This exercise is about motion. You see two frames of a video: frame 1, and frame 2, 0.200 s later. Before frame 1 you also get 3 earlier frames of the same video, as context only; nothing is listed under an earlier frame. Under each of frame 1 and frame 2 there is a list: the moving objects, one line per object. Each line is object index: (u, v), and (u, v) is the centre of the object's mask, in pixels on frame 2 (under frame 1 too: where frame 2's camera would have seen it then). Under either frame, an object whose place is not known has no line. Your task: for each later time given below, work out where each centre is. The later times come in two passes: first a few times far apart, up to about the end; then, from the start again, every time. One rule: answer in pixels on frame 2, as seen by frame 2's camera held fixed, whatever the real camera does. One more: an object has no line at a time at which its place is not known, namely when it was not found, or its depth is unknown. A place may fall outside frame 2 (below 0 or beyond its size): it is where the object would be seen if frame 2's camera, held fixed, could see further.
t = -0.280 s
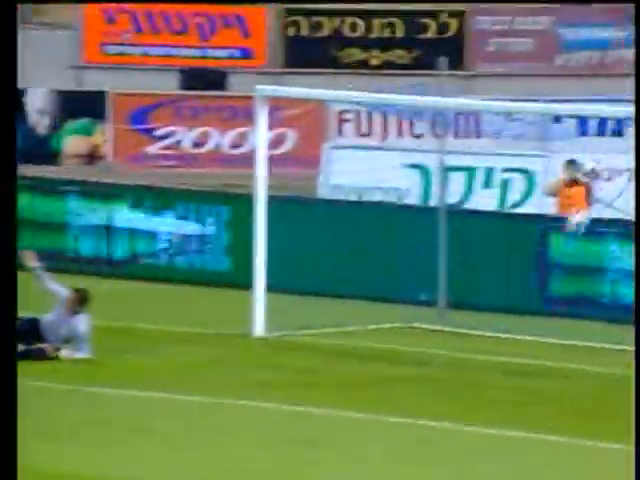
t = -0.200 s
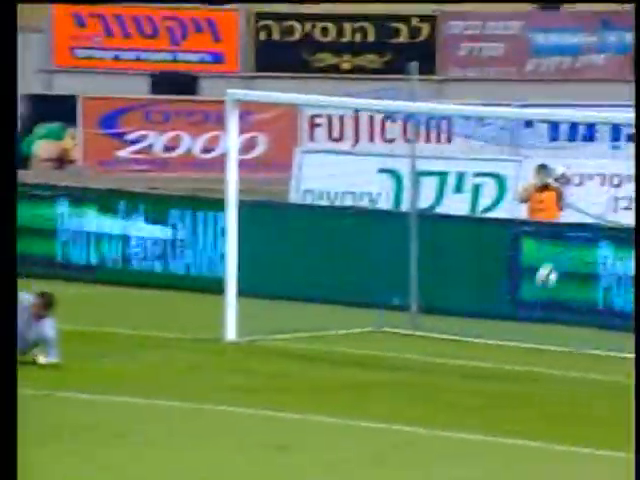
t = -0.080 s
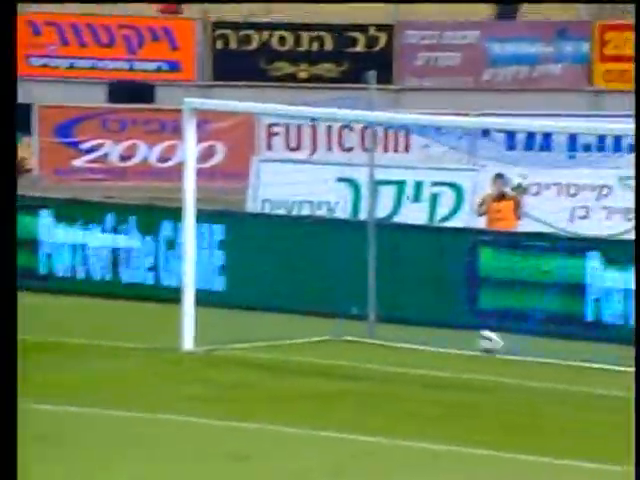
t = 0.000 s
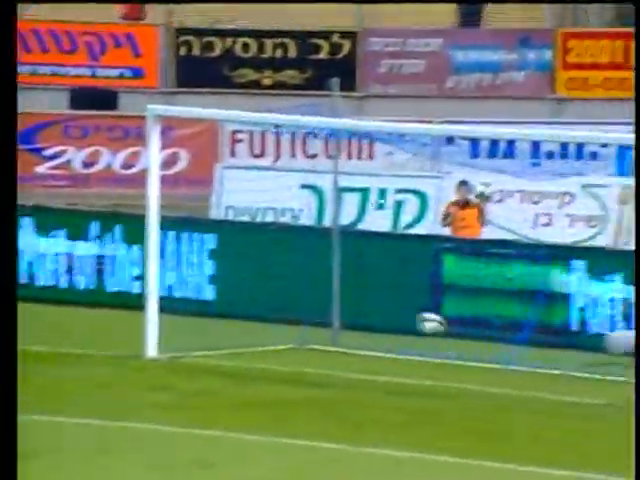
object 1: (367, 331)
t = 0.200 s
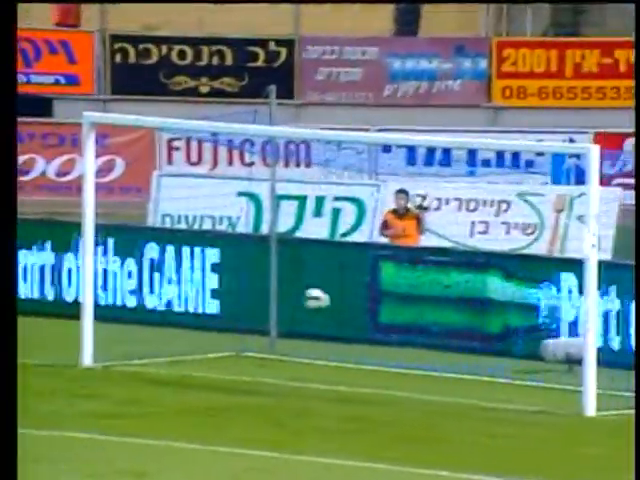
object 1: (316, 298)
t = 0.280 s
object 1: (292, 294)
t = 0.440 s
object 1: (246, 306)
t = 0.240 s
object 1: (304, 295)
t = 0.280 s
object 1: (292, 294)
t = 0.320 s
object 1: (280, 295)
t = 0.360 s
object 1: (270, 296)
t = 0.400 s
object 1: (257, 300)
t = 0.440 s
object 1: (246, 306)
